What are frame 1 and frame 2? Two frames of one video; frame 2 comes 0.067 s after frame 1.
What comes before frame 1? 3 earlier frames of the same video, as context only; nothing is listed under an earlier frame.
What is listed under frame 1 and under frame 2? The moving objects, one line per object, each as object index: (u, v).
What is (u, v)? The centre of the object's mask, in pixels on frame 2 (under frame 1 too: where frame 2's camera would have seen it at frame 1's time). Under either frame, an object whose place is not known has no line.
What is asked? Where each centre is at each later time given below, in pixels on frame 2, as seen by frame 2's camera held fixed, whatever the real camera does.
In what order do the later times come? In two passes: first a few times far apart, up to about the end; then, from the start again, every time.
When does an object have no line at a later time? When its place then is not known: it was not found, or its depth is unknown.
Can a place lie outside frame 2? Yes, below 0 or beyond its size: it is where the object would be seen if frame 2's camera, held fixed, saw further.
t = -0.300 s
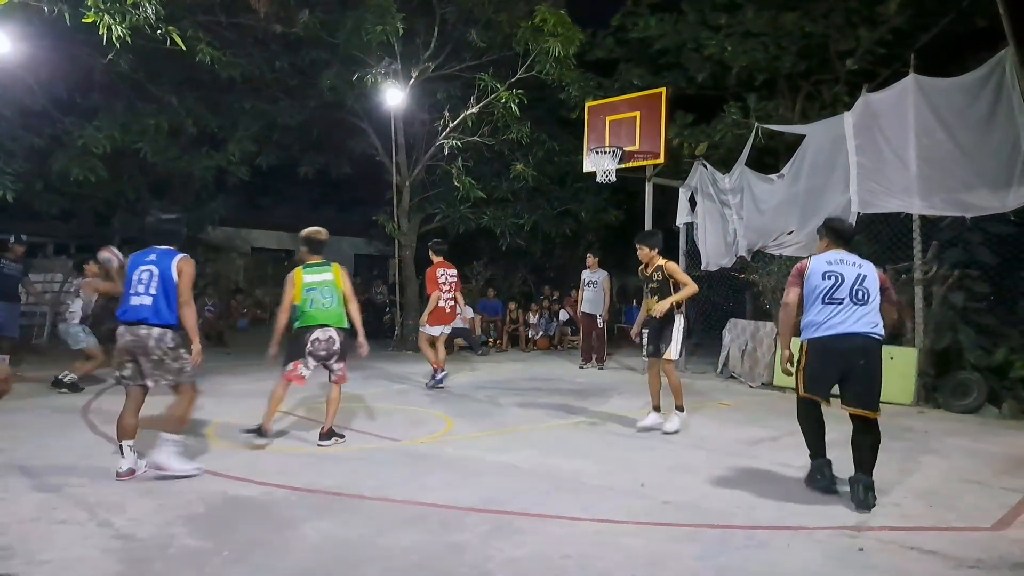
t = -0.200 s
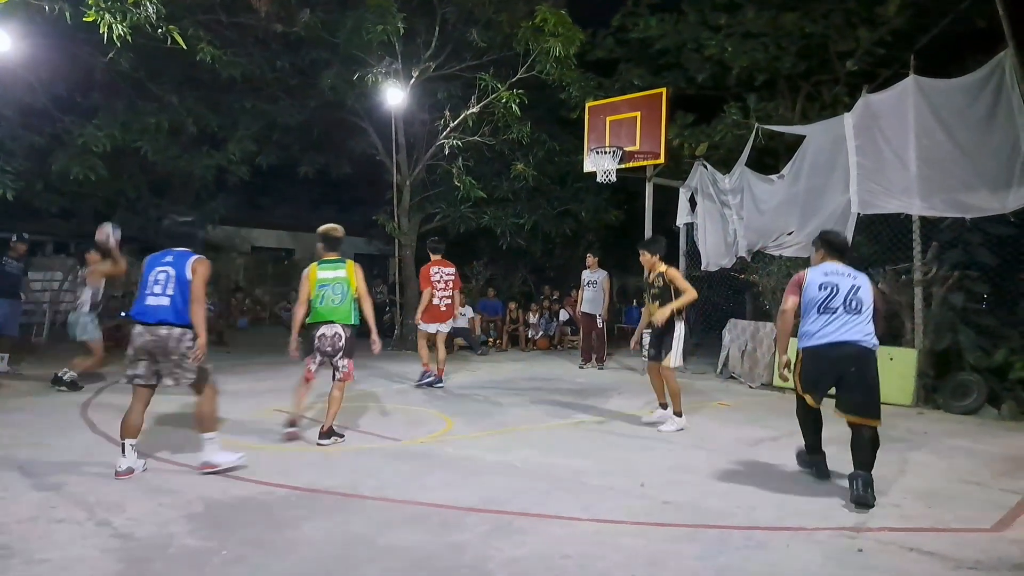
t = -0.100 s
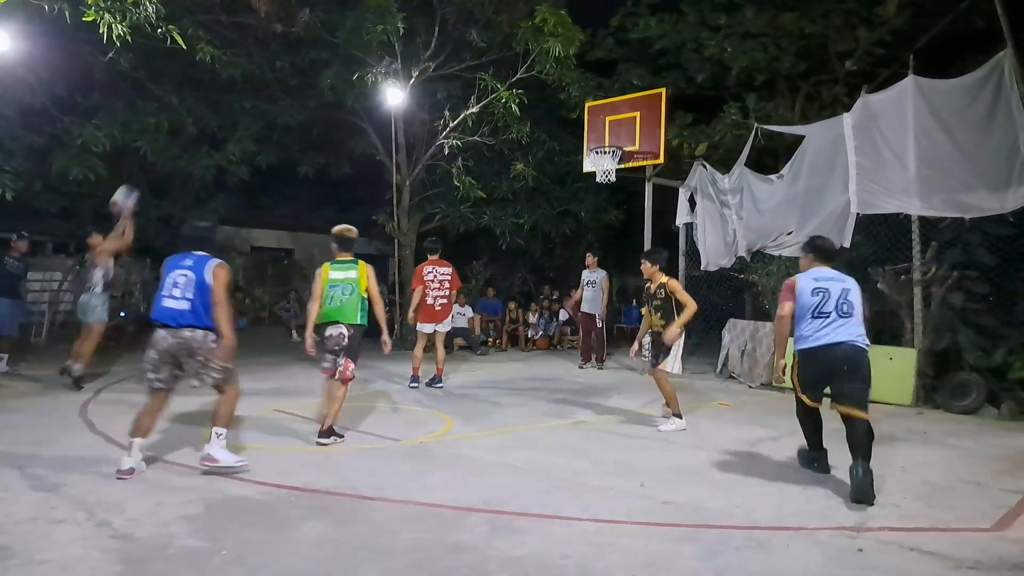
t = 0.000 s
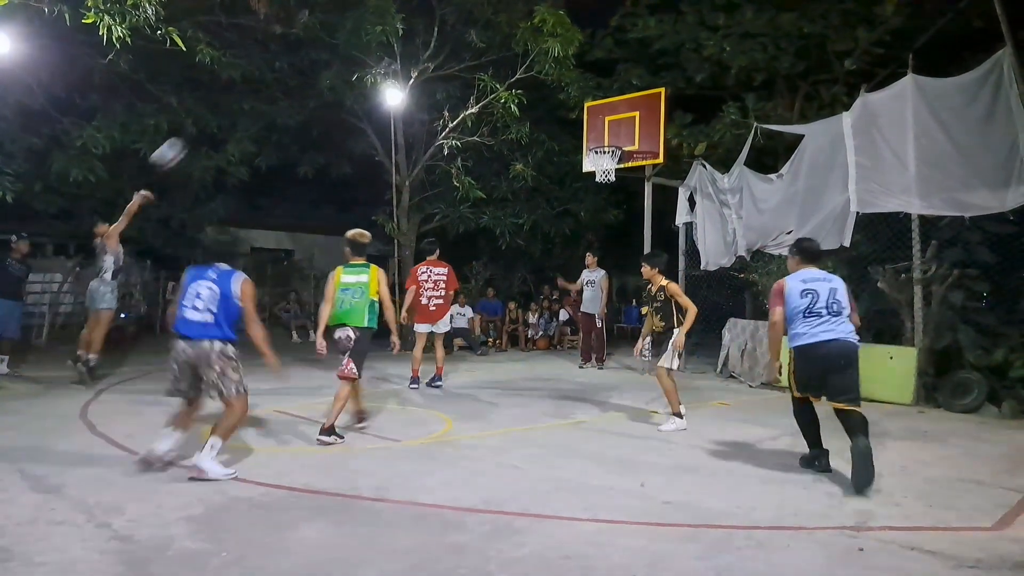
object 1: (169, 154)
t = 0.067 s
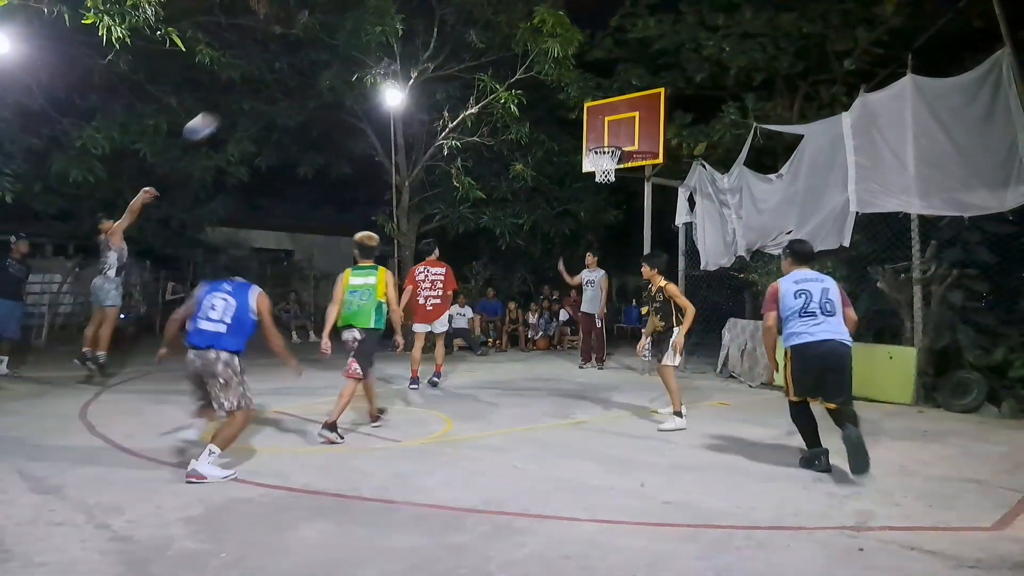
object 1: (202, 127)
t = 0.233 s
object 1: (281, 76)
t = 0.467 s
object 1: (382, 47)
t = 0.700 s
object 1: (477, 64)
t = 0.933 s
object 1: (561, 120)
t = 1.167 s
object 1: (564, 132)
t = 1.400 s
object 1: (533, 146)
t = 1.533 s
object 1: (513, 172)
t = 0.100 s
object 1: (218, 115)
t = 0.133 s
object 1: (234, 103)
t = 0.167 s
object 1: (249, 93)
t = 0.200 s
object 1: (264, 84)
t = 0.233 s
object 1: (281, 76)
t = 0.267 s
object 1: (295, 69)
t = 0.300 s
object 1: (310, 63)
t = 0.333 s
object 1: (325, 58)
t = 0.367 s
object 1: (340, 54)
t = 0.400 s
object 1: (354, 51)
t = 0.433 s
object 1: (369, 49)
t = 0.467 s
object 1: (382, 47)
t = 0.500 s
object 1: (396, 47)
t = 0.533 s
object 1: (410, 48)
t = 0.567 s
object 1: (424, 49)
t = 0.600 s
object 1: (436, 51)
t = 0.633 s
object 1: (450, 54)
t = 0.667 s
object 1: (463, 59)
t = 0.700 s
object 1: (477, 64)
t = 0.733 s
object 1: (489, 69)
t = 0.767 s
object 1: (501, 75)
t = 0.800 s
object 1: (513, 82)
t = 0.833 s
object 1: (527, 92)
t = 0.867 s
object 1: (538, 99)
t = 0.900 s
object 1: (550, 109)
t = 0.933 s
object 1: (561, 120)
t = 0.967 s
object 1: (572, 131)
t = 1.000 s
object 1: (582, 140)
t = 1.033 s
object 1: (582, 142)
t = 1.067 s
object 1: (577, 139)
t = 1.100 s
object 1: (574, 136)
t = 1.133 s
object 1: (569, 133)
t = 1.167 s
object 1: (564, 132)
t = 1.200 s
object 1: (560, 131)
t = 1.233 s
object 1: (555, 132)
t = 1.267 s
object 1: (551, 133)
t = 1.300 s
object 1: (546, 135)
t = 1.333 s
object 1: (541, 138)
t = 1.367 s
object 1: (537, 141)
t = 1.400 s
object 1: (533, 146)
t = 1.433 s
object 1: (528, 151)
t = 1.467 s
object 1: (523, 157)
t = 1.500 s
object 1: (518, 164)
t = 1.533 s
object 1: (513, 172)
